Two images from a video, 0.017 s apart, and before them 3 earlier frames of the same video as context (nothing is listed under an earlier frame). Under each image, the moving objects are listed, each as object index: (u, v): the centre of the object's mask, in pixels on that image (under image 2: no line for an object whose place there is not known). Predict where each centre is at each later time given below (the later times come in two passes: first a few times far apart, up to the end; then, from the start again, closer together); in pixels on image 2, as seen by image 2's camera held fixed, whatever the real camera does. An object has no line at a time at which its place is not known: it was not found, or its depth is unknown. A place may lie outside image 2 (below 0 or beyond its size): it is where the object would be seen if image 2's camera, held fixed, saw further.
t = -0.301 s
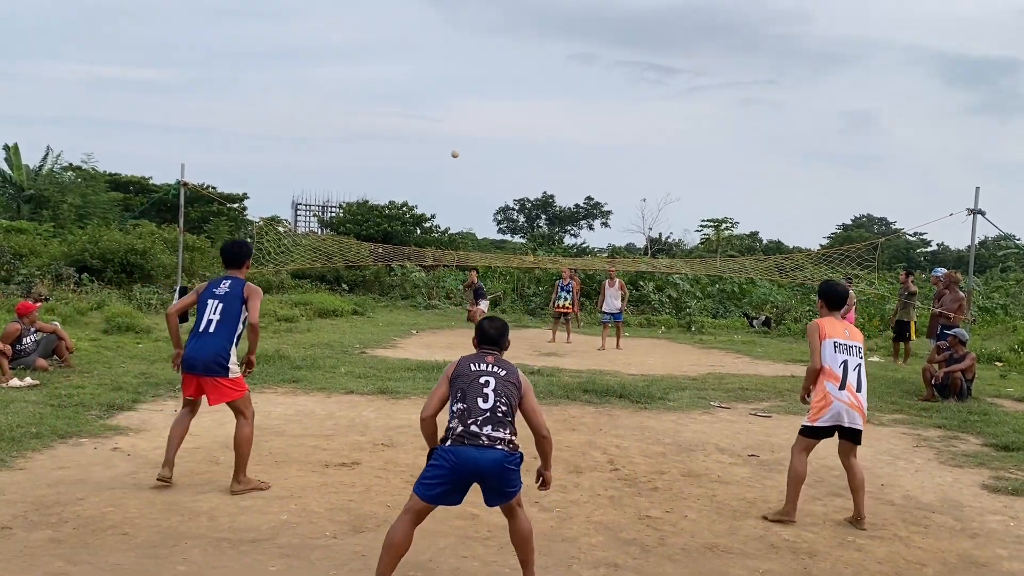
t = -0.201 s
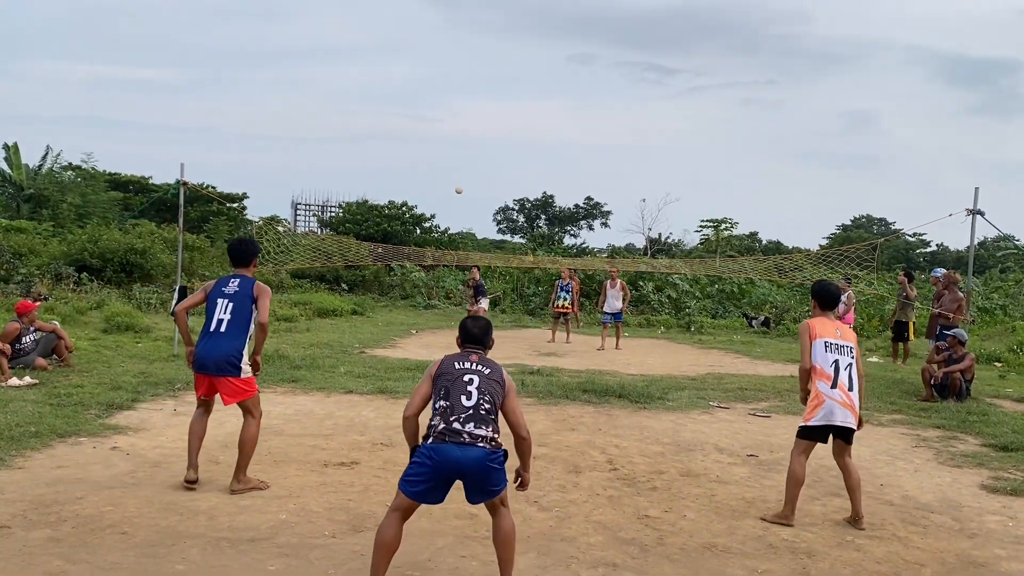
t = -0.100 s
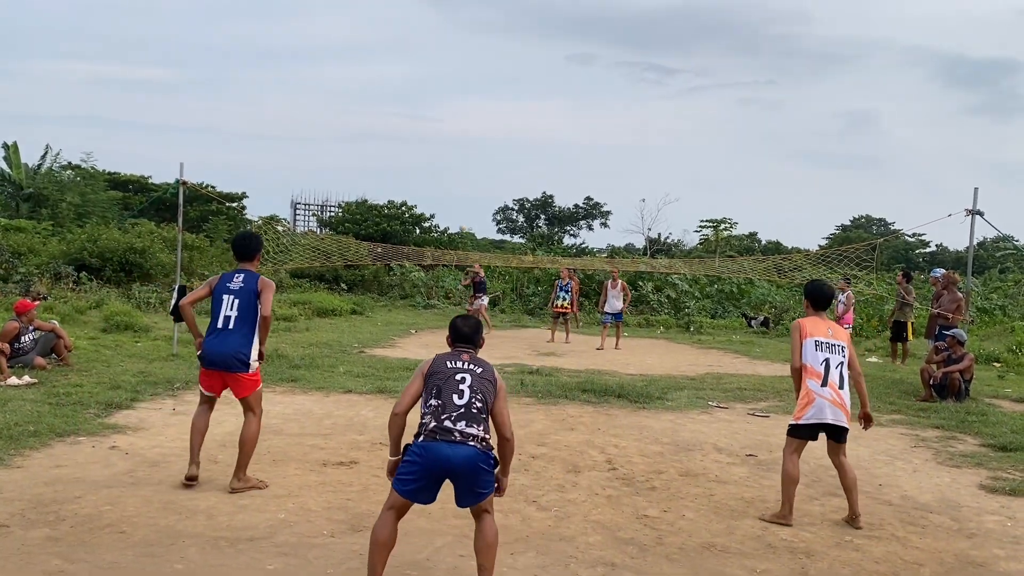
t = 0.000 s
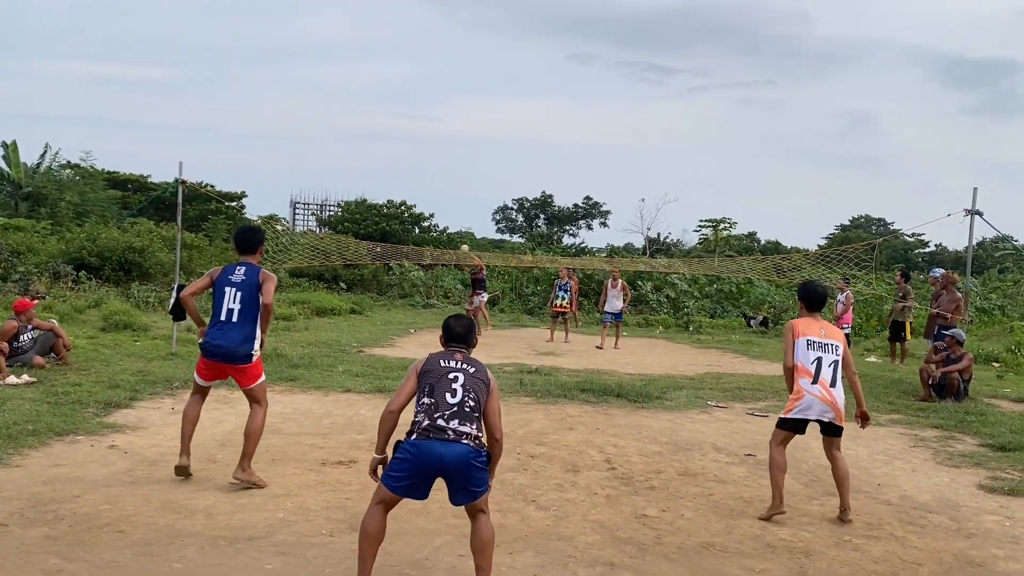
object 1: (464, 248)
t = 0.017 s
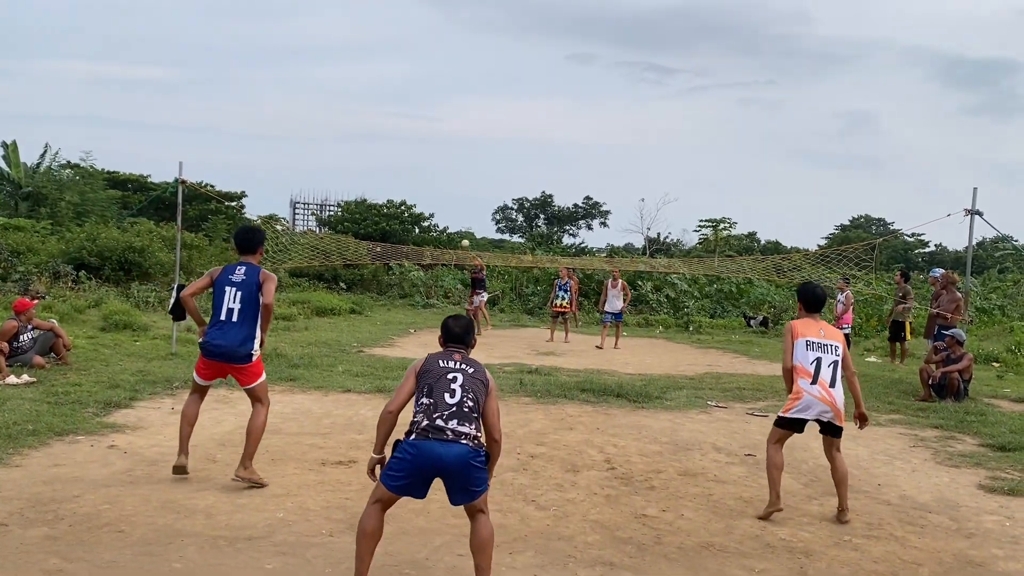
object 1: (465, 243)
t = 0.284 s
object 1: (471, 171)
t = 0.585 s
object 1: (473, 102)
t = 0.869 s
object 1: (465, 72)
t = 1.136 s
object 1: (441, 130)
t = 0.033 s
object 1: (465, 239)
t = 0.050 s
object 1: (466, 234)
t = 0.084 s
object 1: (467, 226)
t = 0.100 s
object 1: (467, 220)
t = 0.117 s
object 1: (468, 216)
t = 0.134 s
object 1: (468, 211)
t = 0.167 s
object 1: (469, 202)
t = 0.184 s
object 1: (469, 197)
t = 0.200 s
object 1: (470, 193)
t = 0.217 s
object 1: (470, 188)
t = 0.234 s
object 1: (470, 184)
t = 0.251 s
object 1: (471, 179)
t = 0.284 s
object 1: (471, 171)
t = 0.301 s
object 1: (471, 167)
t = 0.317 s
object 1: (472, 162)
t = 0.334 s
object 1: (472, 158)
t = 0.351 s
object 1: (472, 154)
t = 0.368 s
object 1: (472, 150)
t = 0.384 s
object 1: (472, 146)
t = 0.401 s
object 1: (472, 142)
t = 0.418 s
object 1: (473, 138)
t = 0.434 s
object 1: (473, 134)
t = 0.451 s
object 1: (473, 130)
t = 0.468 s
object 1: (473, 126)
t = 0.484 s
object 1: (473, 123)
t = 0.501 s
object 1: (473, 119)
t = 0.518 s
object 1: (473, 116)
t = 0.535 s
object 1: (473, 112)
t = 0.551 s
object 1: (473, 109)
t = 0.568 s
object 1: (473, 105)
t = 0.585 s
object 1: (473, 102)
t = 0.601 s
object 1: (472, 99)
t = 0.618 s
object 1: (472, 96)
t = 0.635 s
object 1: (472, 94)
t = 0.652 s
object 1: (472, 91)
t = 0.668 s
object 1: (471, 89)
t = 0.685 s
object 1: (471, 86)
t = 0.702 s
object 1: (471, 84)
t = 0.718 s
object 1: (470, 82)
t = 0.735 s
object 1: (470, 80)
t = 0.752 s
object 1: (469, 78)
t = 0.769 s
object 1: (469, 77)
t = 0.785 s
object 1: (469, 75)
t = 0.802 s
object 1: (468, 74)
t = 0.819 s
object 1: (468, 73)
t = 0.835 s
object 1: (467, 72)
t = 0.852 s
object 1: (466, 72)
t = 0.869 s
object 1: (465, 72)
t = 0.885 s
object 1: (465, 72)
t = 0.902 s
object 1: (464, 72)
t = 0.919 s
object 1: (463, 73)
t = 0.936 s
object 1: (462, 74)
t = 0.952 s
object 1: (461, 76)
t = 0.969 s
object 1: (460, 78)
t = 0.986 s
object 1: (459, 81)
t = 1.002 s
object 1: (457, 84)
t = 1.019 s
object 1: (456, 87)
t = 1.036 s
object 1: (454, 91)
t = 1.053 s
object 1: (452, 95)
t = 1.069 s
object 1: (450, 101)
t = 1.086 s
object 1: (448, 107)
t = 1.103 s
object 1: (446, 114)
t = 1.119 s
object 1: (443, 121)
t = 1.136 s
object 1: (441, 130)
